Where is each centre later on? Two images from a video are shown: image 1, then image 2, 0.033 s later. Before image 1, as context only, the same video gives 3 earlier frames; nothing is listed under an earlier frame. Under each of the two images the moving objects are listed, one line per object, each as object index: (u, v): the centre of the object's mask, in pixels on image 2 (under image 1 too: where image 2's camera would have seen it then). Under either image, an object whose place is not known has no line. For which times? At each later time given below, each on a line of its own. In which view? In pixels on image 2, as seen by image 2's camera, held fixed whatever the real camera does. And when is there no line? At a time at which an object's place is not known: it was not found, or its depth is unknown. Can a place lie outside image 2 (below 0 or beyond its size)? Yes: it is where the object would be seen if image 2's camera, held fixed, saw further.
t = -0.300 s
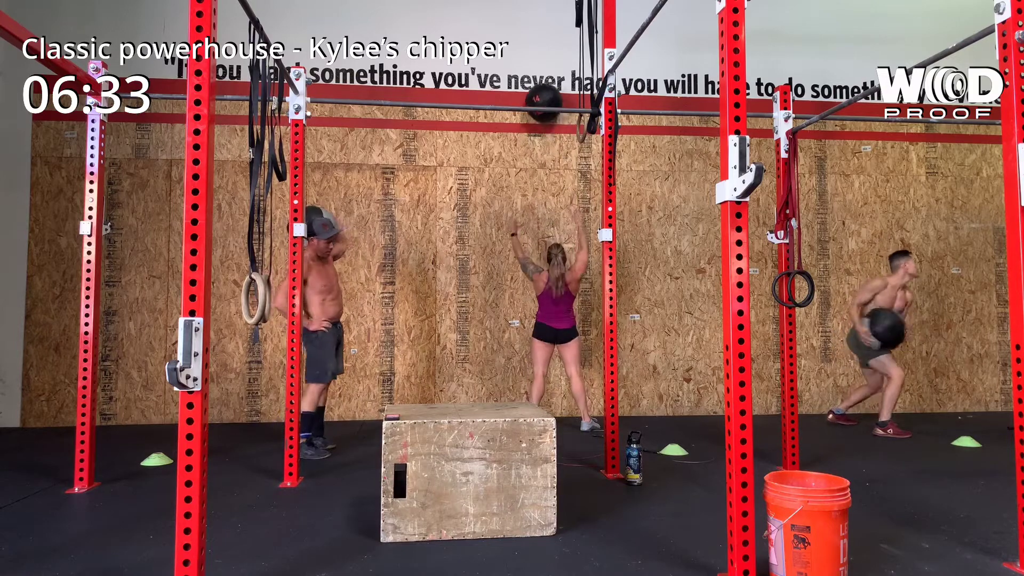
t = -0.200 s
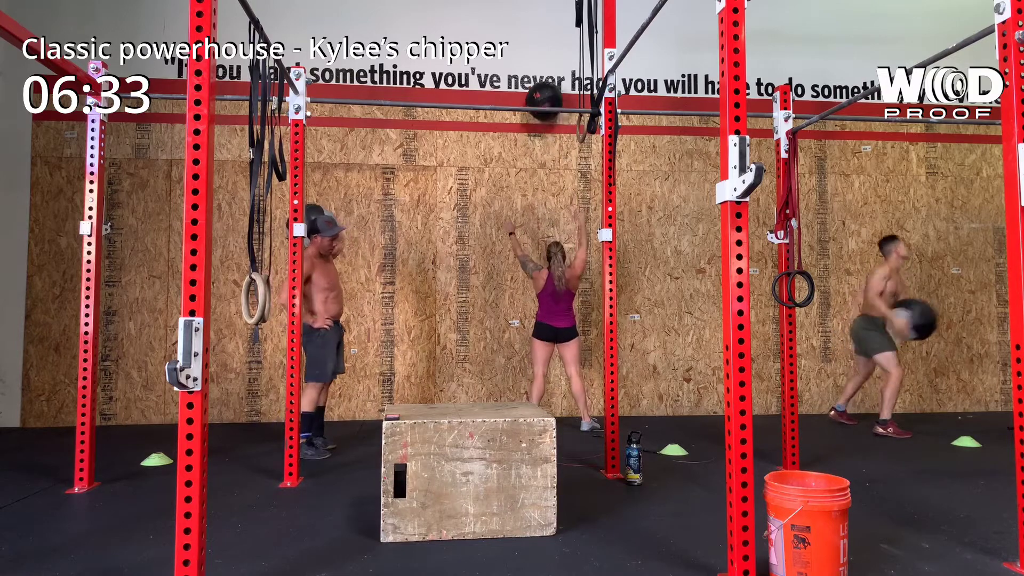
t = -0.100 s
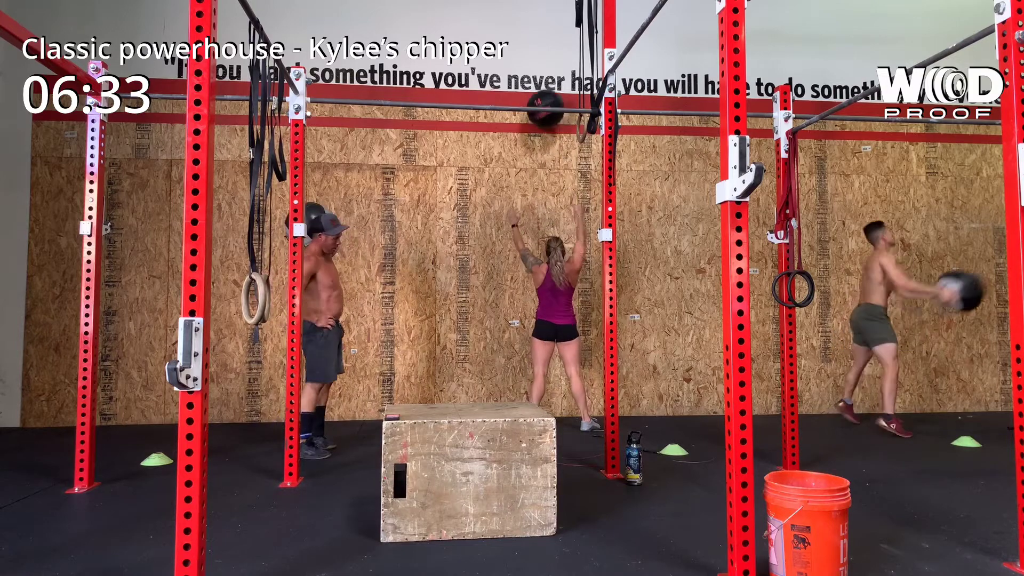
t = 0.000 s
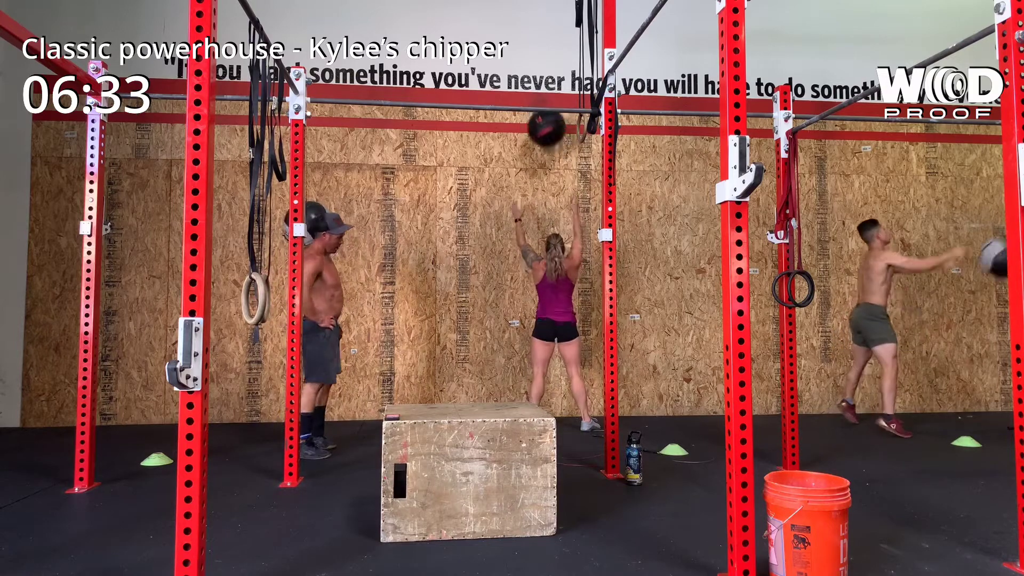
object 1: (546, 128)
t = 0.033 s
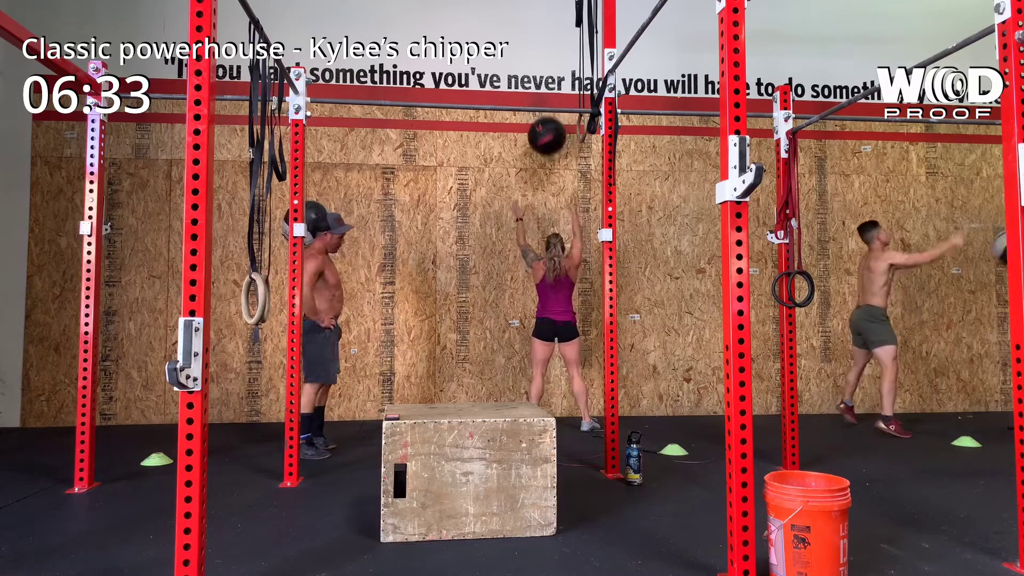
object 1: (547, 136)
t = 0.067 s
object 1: (547, 146)
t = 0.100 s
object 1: (547, 157)
